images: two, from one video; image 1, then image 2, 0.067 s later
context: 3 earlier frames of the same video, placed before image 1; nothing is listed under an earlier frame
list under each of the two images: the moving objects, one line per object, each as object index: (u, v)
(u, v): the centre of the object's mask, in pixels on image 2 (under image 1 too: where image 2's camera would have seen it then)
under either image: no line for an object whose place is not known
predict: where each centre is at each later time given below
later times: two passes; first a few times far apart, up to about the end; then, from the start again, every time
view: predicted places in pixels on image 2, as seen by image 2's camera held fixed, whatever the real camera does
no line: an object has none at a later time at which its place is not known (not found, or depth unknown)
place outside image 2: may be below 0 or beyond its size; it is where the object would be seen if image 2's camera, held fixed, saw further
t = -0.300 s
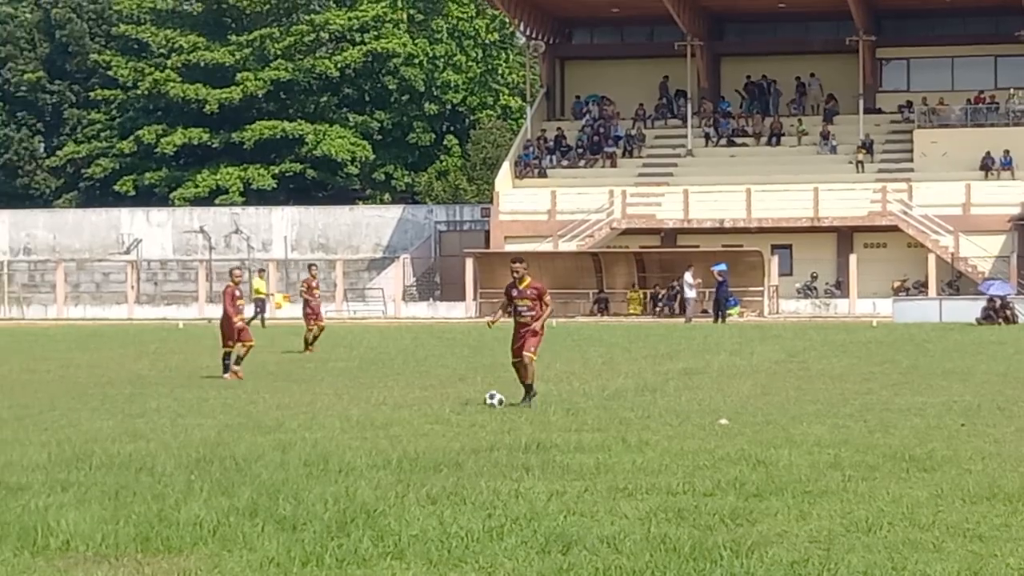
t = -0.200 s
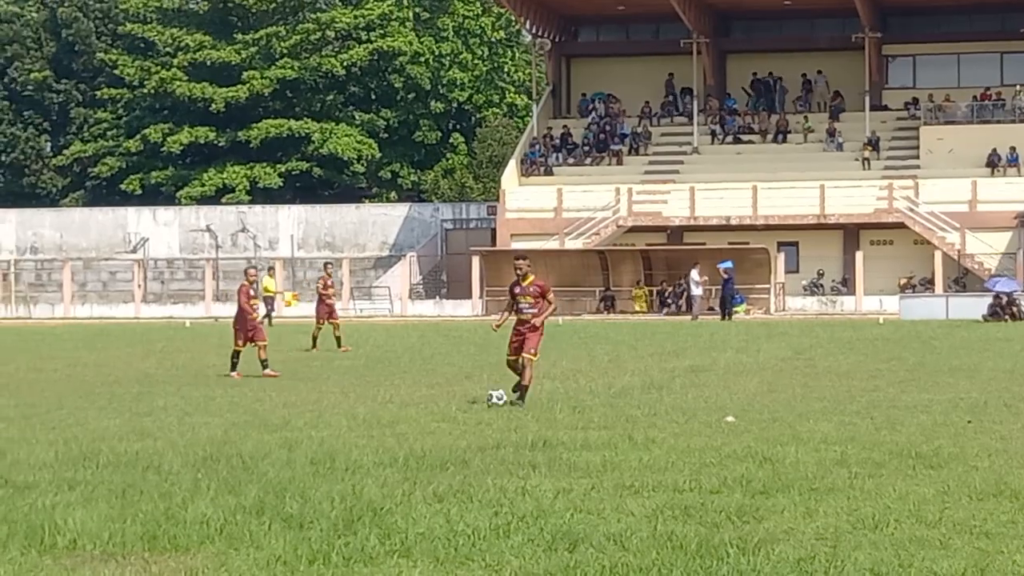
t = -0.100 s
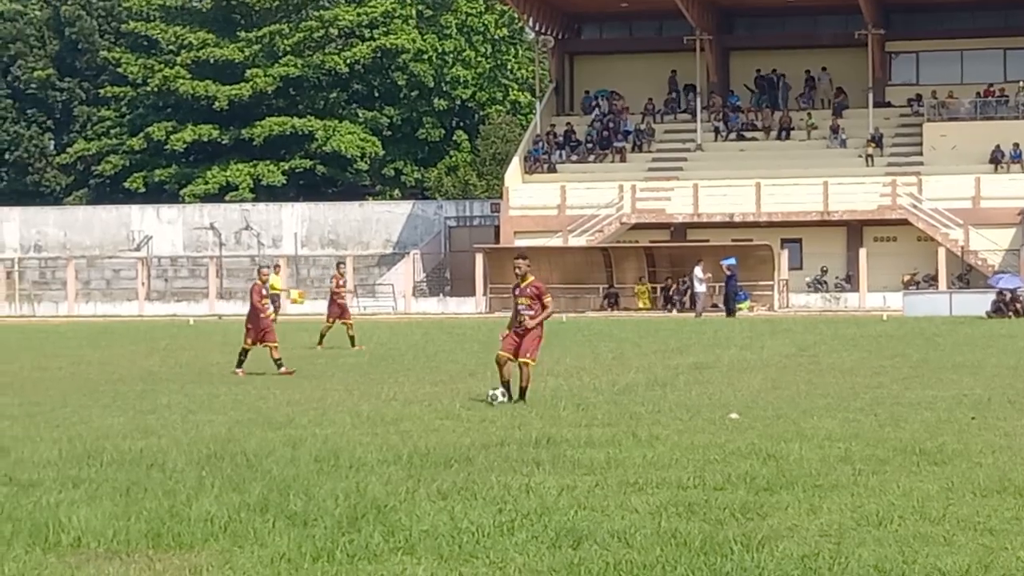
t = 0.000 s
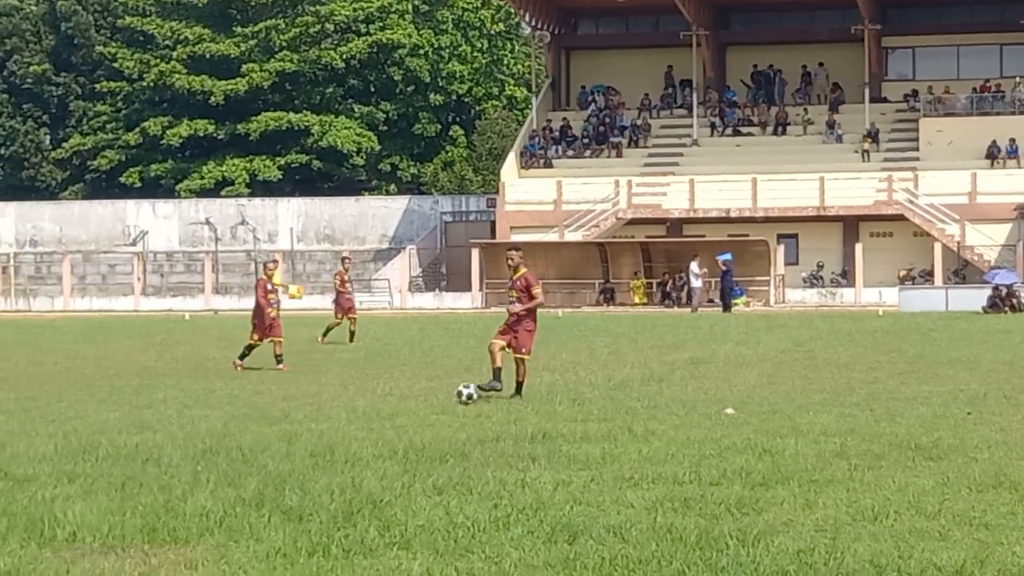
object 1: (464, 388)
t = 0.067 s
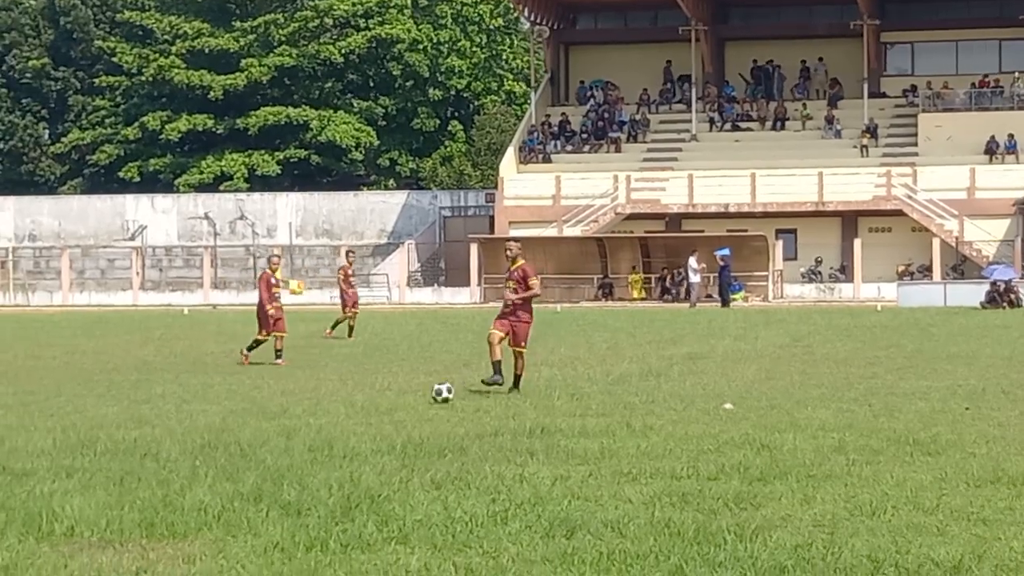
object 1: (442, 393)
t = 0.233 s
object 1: (387, 400)
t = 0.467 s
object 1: (310, 413)
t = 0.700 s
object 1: (239, 420)
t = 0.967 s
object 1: (155, 433)
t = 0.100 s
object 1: (431, 396)
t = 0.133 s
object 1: (420, 397)
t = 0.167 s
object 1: (409, 398)
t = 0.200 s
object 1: (398, 398)
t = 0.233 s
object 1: (387, 400)
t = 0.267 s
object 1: (375, 403)
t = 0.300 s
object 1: (364, 406)
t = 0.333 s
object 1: (352, 409)
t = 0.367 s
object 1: (342, 410)
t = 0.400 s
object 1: (330, 410)
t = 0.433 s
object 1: (320, 411)
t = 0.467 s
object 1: (310, 413)
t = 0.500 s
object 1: (299, 414)
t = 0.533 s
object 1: (288, 418)
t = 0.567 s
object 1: (276, 421)
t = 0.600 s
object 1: (267, 421)
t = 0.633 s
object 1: (258, 420)
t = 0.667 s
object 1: (248, 420)
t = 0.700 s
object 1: (239, 420)
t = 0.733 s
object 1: (229, 423)
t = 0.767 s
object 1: (219, 425)
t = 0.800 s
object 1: (209, 429)
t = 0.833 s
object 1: (199, 432)
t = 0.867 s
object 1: (188, 432)
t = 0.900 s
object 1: (177, 432)
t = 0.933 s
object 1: (166, 433)
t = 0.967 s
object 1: (155, 433)
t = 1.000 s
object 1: (143, 435)
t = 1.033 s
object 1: (131, 439)
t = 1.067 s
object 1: (119, 442)
